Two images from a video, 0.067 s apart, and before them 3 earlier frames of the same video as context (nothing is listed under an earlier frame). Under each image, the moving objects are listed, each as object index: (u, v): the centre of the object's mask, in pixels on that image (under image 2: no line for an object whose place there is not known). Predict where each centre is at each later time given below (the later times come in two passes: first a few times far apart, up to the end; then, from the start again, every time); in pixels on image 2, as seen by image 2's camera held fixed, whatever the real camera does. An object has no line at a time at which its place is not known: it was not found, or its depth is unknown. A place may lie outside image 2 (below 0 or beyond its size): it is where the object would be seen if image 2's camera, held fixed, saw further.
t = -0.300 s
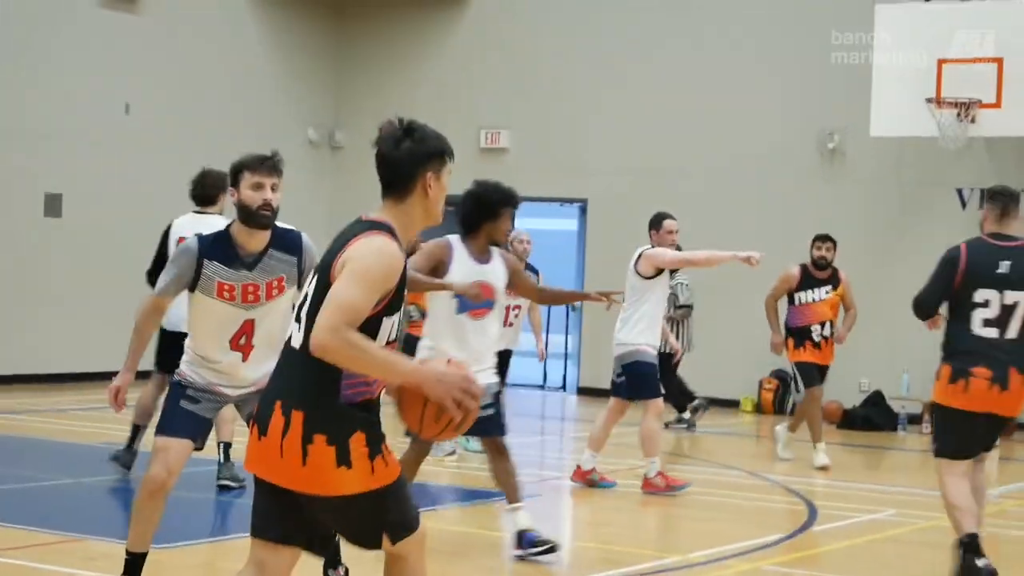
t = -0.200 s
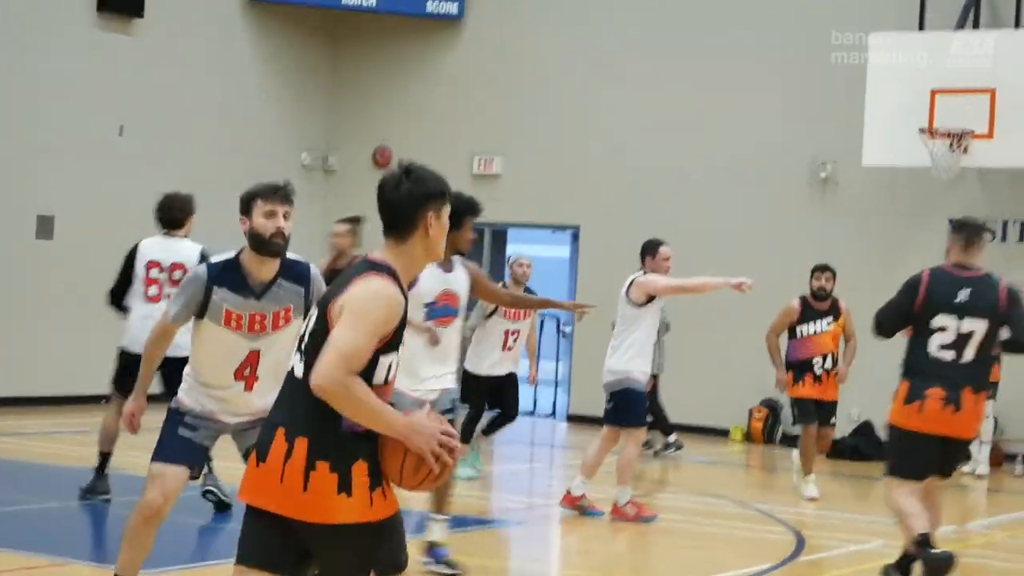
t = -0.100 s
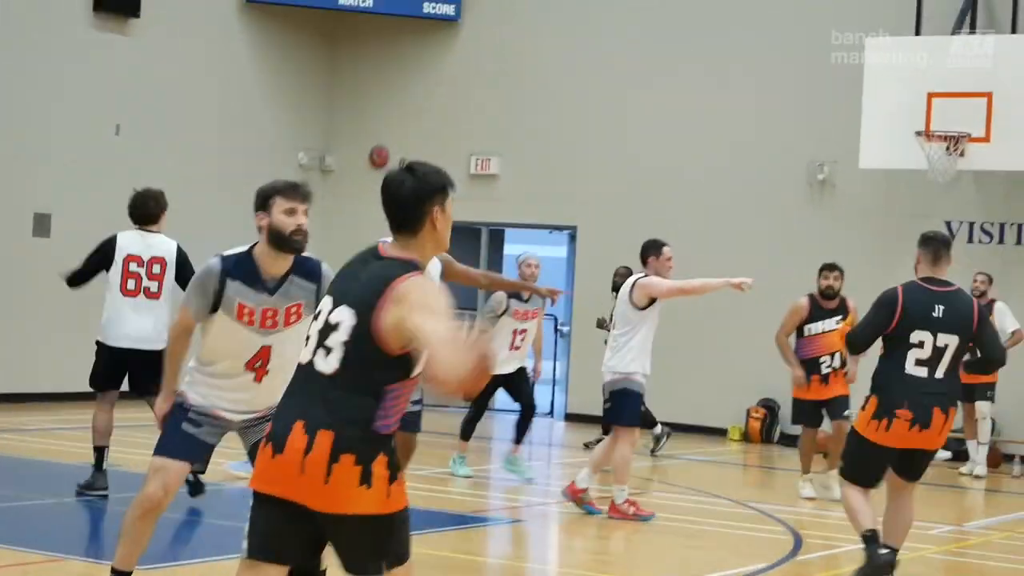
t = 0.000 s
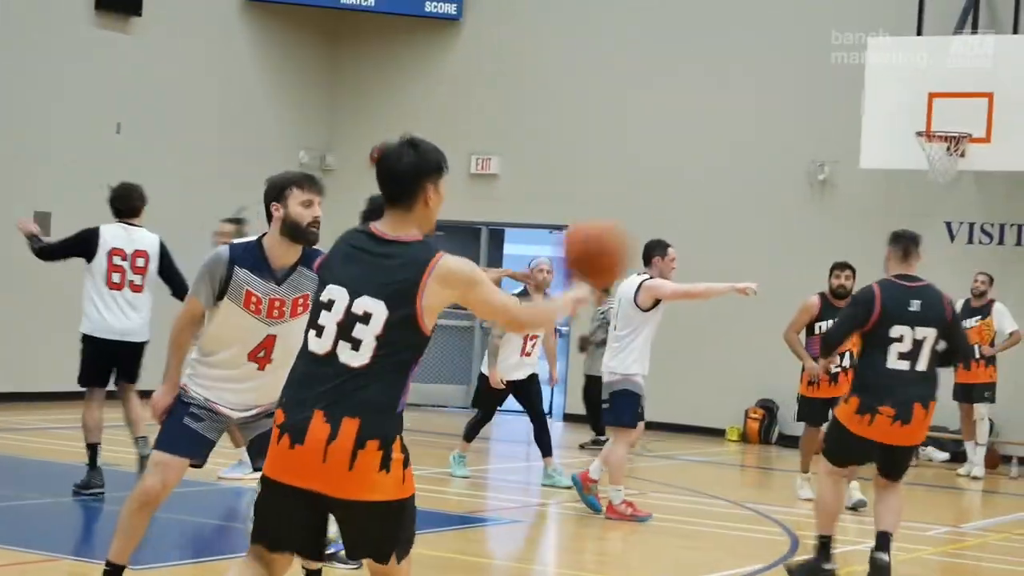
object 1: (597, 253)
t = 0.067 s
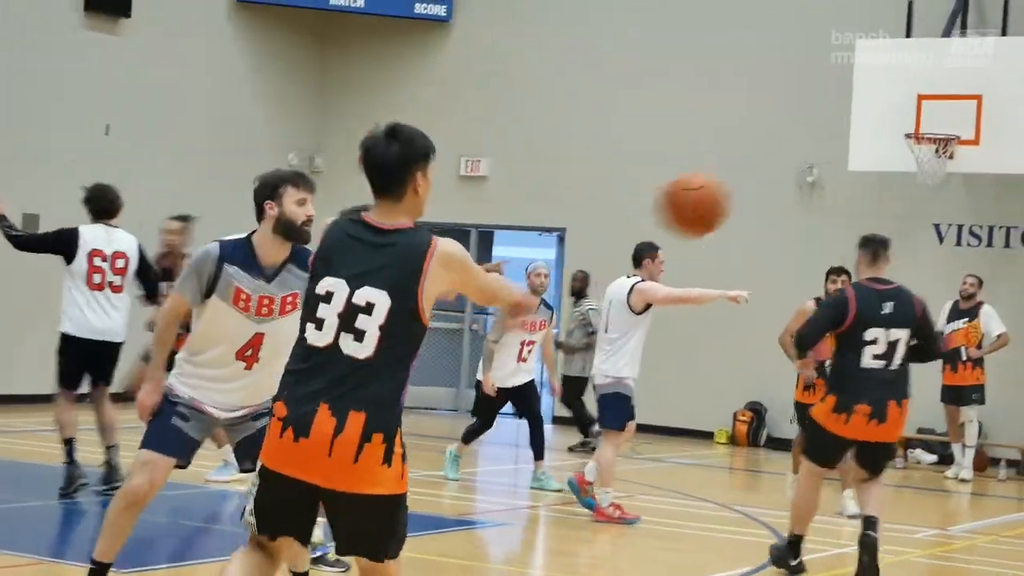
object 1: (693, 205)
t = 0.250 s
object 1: (925, 141)
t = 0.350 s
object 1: (1019, 139)
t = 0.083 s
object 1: (719, 195)
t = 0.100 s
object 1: (743, 185)
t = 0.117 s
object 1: (765, 178)
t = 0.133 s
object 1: (789, 170)
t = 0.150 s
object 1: (811, 164)
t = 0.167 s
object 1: (831, 158)
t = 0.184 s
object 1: (851, 154)
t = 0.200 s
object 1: (871, 150)
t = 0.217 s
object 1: (891, 146)
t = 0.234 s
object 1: (908, 143)
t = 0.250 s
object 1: (925, 141)
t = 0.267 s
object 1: (941, 139)
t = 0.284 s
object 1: (958, 138)
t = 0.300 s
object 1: (974, 137)
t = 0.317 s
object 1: (990, 137)
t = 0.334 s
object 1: (1005, 138)
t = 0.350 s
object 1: (1019, 139)
